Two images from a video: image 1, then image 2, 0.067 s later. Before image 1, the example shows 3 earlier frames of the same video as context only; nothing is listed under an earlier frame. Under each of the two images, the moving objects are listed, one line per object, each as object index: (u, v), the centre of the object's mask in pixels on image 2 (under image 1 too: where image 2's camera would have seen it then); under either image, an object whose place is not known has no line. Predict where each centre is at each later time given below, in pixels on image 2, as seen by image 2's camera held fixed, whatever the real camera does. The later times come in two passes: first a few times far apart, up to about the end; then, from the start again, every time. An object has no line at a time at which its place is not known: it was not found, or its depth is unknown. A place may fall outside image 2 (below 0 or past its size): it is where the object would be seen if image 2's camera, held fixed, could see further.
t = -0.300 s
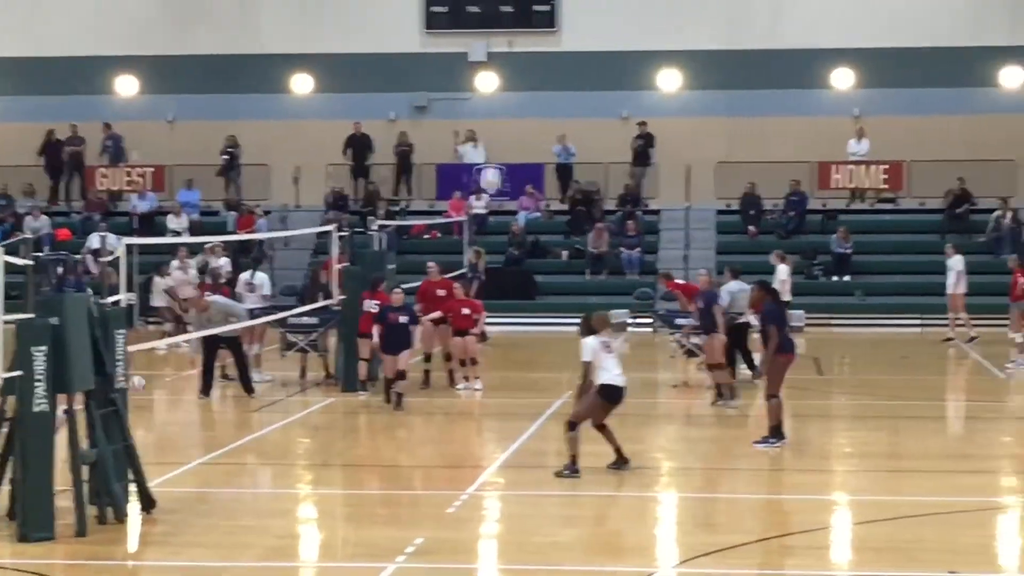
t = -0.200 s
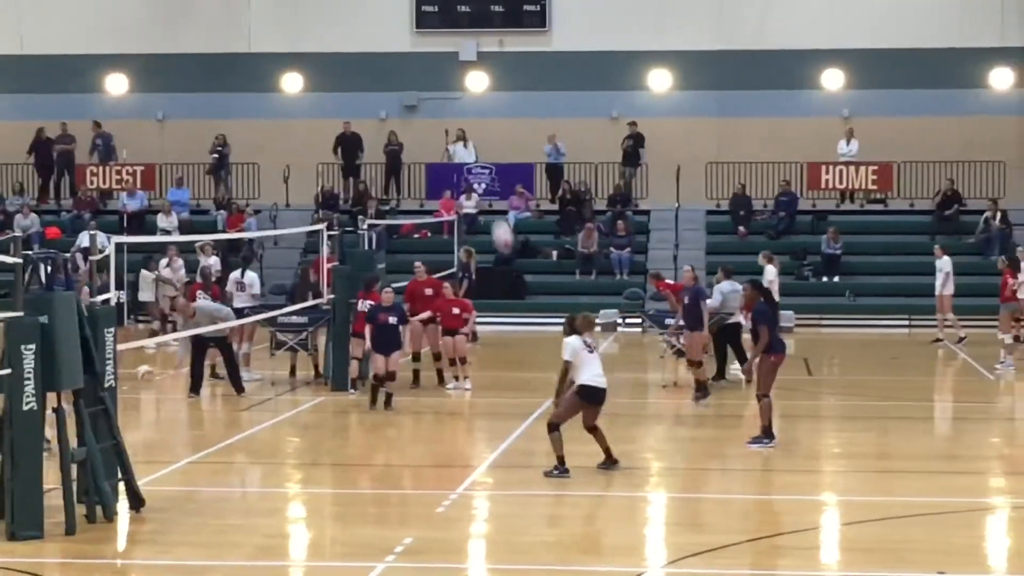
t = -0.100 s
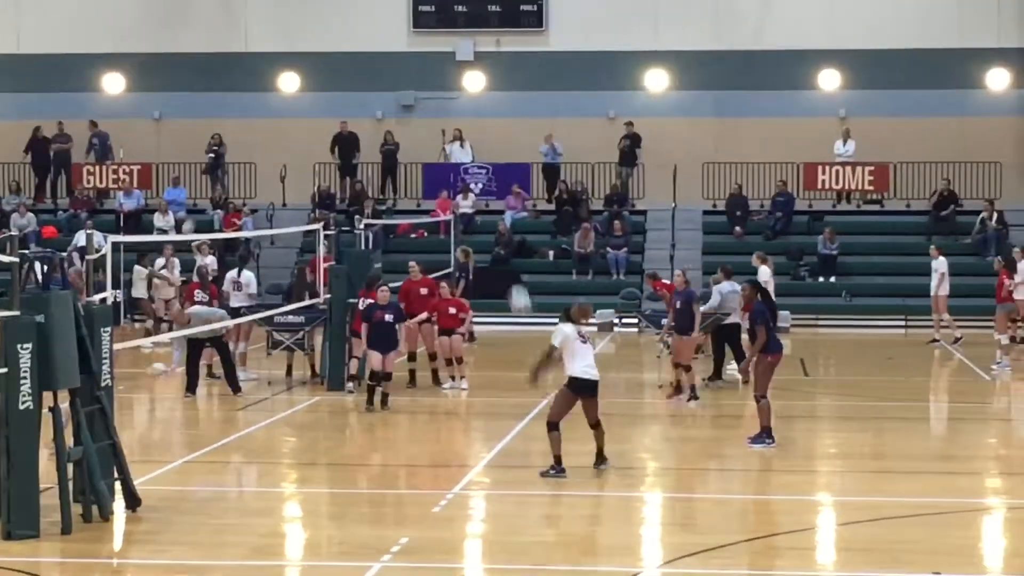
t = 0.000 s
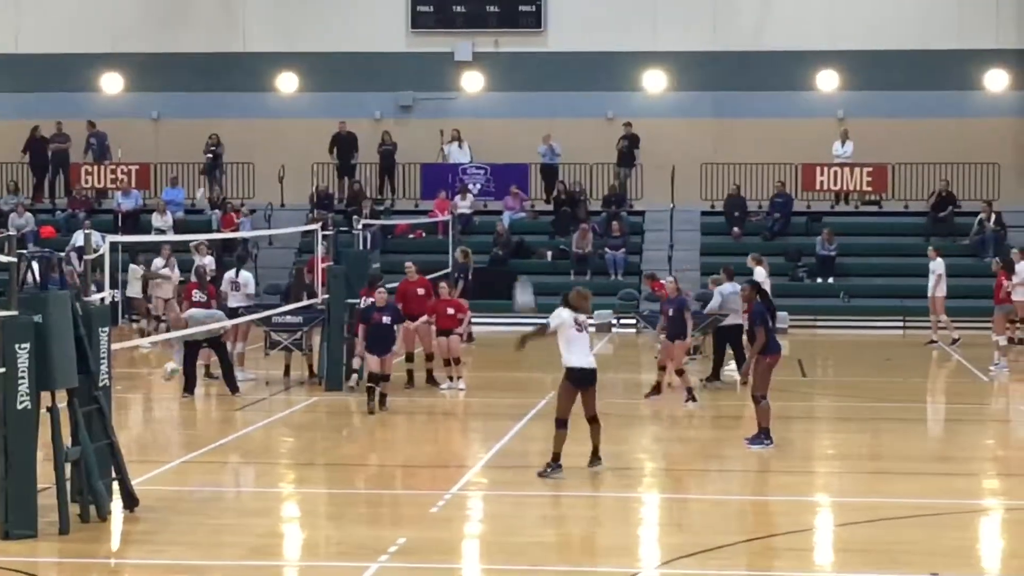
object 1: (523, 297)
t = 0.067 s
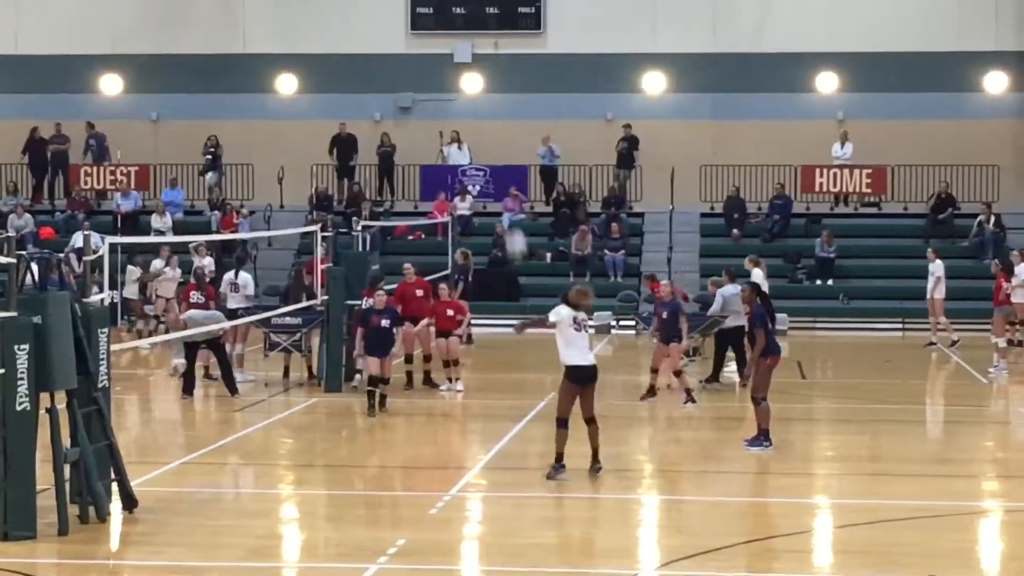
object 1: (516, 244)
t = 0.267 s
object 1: (497, 113)
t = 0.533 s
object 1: (475, 21)
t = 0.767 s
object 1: (457, 3)
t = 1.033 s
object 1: (438, 36)
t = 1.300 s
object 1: (422, 131)
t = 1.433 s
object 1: (415, 200)
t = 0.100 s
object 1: (513, 221)
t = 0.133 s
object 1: (509, 196)
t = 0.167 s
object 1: (506, 174)
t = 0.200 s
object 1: (504, 152)
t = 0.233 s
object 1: (501, 132)
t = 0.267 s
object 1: (497, 113)
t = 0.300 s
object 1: (494, 97)
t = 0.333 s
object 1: (491, 83)
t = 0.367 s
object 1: (488, 69)
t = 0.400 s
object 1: (485, 59)
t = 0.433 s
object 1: (482, 48)
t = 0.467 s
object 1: (479, 36)
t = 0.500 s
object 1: (477, 27)
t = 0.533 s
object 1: (475, 21)
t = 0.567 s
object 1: (472, 15)
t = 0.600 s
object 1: (469, 10)
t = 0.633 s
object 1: (467, 5)
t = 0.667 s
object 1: (464, 3)
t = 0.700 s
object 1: (461, 2)
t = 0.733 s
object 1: (459, 3)
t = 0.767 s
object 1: (457, 3)
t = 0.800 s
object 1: (455, 5)
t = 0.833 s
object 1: (452, 6)
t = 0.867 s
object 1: (449, 8)
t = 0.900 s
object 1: (447, 11)
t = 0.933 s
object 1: (445, 16)
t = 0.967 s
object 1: (442, 21)
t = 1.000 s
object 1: (440, 27)
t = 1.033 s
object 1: (438, 36)
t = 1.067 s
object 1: (437, 45)
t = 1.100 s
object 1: (433, 56)
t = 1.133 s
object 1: (431, 67)
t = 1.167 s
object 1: (429, 77)
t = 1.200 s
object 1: (427, 89)
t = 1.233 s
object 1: (426, 103)
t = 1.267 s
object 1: (425, 117)
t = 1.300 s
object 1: (422, 131)
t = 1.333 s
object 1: (420, 146)
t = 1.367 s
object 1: (418, 164)
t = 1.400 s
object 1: (417, 181)
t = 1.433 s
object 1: (415, 200)
